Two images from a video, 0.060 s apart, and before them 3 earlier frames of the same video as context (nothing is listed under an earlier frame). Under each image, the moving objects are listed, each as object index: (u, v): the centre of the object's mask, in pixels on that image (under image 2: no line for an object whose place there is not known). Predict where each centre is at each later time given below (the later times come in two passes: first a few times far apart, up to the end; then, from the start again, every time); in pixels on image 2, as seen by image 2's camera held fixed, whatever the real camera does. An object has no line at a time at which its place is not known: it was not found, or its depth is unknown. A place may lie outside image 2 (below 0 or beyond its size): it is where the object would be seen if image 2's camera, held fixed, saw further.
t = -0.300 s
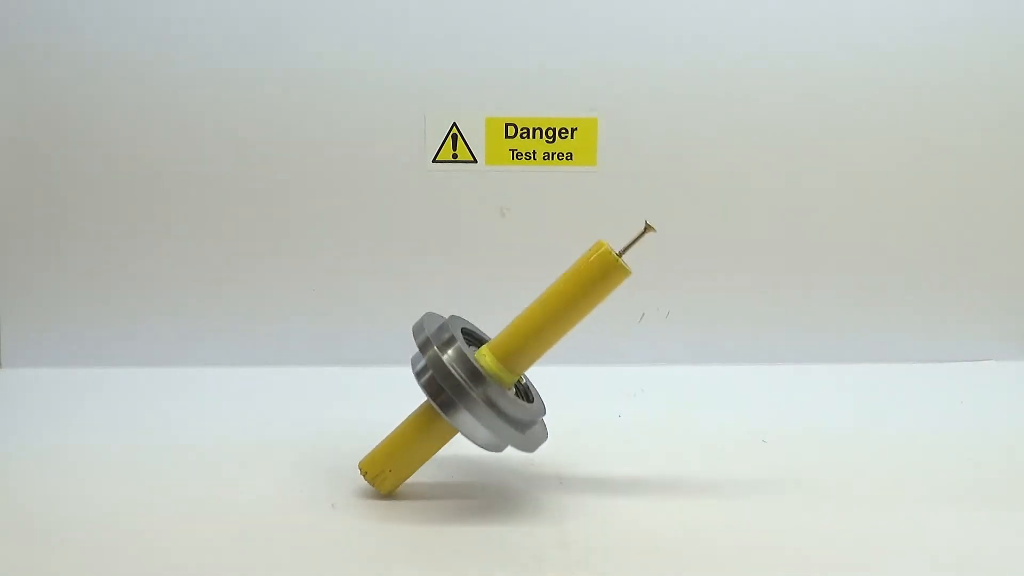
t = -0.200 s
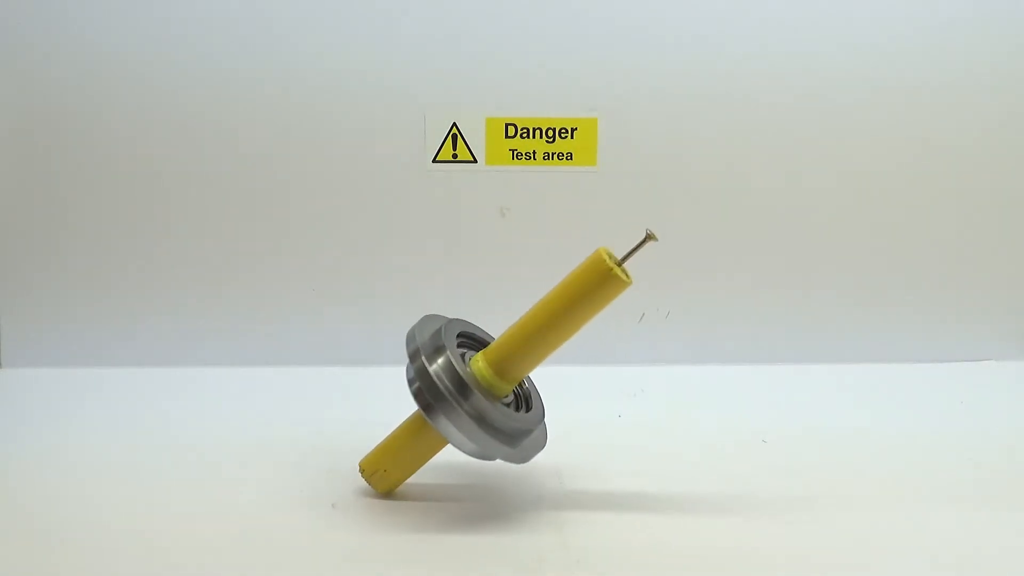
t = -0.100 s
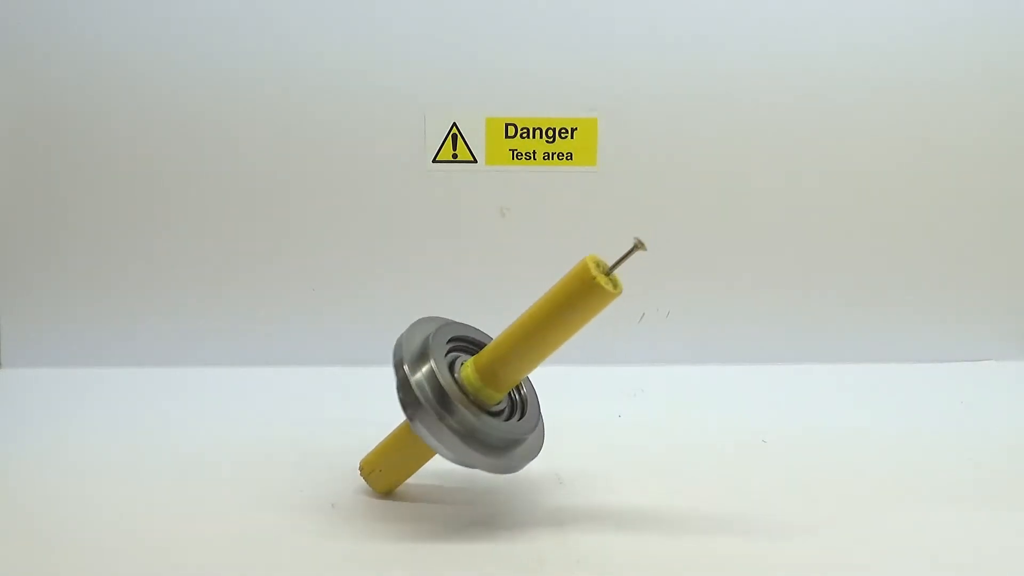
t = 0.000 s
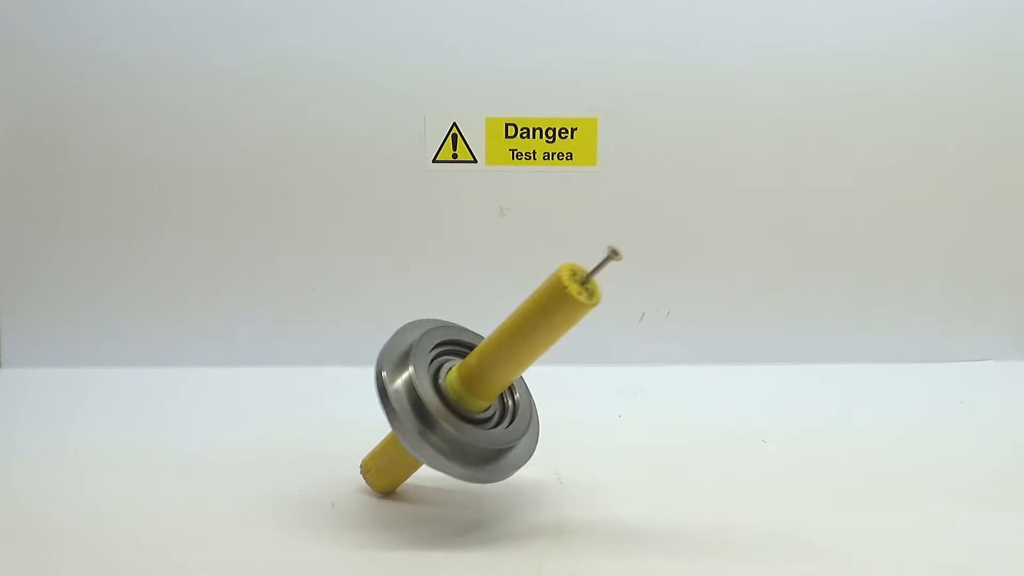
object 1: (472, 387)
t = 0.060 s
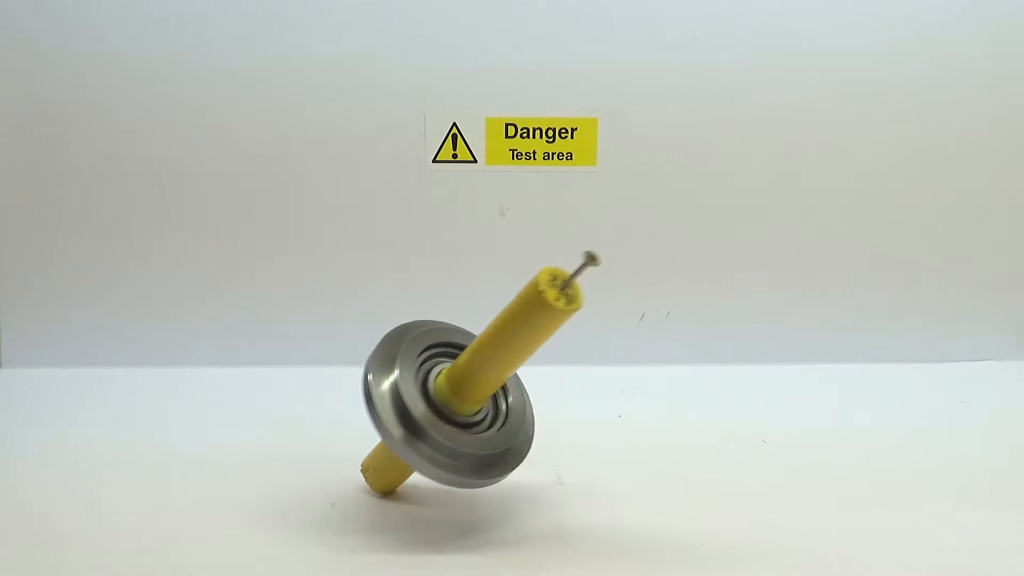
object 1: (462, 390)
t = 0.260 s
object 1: (419, 399)
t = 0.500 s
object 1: (357, 402)
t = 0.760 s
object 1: (299, 391)
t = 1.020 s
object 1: (275, 378)
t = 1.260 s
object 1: (285, 366)
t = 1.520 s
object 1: (322, 359)
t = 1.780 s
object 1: (370, 355)
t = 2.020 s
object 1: (416, 355)
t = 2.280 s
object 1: (462, 359)
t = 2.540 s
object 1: (491, 369)
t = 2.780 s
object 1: (493, 382)
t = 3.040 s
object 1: (458, 397)
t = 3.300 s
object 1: (390, 411)
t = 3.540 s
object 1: (323, 403)
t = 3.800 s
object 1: (276, 389)
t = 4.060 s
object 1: (274, 374)
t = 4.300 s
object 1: (303, 364)
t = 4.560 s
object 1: (353, 358)
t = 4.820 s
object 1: (407, 357)
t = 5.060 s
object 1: (454, 360)
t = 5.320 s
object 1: (491, 369)
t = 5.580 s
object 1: (498, 384)
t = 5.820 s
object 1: (466, 400)
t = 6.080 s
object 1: (392, 417)
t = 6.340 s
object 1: (316, 406)
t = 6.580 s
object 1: (272, 392)
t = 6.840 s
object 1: (273, 376)
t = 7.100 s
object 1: (312, 365)
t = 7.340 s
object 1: (363, 359)
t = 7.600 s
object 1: (421, 359)
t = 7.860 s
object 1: (472, 366)
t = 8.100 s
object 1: (500, 378)
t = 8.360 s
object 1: (493, 394)
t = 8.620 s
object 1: (433, 413)
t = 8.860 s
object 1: (356, 419)
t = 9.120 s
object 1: (282, 403)
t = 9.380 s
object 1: (265, 385)
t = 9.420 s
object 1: (266, 382)
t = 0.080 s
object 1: (459, 391)
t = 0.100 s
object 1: (455, 392)
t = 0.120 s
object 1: (451, 393)
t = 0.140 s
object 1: (447, 394)
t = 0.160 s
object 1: (442, 395)
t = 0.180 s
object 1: (438, 396)
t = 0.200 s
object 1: (433, 396)
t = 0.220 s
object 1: (429, 396)
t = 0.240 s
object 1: (424, 397)
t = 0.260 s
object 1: (419, 399)
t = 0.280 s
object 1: (414, 400)
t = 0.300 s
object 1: (408, 401)
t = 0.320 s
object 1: (403, 402)
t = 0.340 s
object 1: (398, 403)
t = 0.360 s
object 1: (393, 403)
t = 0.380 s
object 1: (388, 403)
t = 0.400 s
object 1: (383, 404)
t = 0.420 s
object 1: (378, 404)
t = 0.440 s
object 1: (373, 403)
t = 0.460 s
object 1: (368, 403)
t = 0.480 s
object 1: (362, 402)
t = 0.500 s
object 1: (357, 402)
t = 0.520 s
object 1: (352, 401)
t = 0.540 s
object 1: (347, 400)
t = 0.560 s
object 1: (342, 399)
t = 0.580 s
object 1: (337, 399)
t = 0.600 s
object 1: (332, 398)
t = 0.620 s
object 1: (327, 397)
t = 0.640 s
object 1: (322, 397)
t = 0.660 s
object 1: (318, 396)
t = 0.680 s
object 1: (314, 394)
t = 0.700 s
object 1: (310, 393)
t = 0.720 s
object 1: (306, 393)
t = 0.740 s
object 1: (302, 392)
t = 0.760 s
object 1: (299, 391)
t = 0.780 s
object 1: (295, 389)
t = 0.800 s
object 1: (292, 388)
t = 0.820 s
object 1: (290, 388)
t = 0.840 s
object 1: (287, 387)
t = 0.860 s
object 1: (285, 386)
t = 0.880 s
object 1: (283, 385)
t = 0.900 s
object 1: (281, 384)
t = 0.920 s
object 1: (279, 383)
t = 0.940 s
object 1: (278, 382)
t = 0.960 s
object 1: (277, 381)
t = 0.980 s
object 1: (276, 380)
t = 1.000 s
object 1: (276, 379)
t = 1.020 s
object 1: (275, 378)
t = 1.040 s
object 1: (275, 377)
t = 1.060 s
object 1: (275, 376)
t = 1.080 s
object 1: (275, 375)
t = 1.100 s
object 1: (276, 374)
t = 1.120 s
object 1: (276, 373)
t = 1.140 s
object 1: (278, 372)
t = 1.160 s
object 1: (278, 371)
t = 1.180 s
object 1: (279, 370)
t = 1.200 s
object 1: (280, 369)
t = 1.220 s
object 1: (282, 368)
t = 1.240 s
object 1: (283, 367)
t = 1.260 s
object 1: (285, 366)
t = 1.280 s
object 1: (287, 365)
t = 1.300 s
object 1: (289, 364)
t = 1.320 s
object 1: (292, 364)
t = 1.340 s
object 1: (294, 363)
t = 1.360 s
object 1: (297, 363)
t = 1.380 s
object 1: (300, 362)
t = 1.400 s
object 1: (303, 362)
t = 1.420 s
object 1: (306, 361)
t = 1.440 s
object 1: (309, 361)
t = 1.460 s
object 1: (312, 360)
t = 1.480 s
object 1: (315, 360)
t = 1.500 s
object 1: (319, 359)
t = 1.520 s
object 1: (322, 359)
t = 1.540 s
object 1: (325, 359)
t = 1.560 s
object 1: (329, 358)
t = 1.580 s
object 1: (333, 358)
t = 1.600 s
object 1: (336, 357)
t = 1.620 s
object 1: (340, 357)
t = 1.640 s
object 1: (343, 357)
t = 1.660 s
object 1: (347, 356)
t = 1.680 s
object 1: (351, 356)
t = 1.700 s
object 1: (355, 356)
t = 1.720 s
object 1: (359, 356)
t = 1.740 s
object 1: (362, 355)
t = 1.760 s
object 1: (366, 355)
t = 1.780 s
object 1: (370, 355)
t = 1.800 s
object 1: (374, 355)
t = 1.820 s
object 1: (378, 354)
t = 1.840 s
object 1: (381, 354)
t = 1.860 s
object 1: (385, 354)
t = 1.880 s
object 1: (389, 354)
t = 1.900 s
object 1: (393, 354)
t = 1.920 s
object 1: (397, 354)
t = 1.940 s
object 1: (401, 354)
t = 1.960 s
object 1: (404, 355)
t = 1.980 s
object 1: (408, 354)
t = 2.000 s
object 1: (412, 355)
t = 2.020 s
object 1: (416, 355)
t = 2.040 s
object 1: (420, 355)
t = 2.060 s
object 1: (424, 355)
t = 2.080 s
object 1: (427, 355)
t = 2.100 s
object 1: (431, 356)
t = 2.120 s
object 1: (435, 355)
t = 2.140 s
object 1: (438, 356)
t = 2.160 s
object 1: (442, 356)
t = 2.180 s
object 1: (446, 356)
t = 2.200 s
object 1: (449, 357)
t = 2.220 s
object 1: (452, 358)
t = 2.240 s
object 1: (455, 359)
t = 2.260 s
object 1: (459, 359)
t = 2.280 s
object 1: (462, 359)
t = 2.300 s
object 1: (464, 360)
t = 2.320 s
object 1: (467, 360)
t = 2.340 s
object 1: (470, 361)
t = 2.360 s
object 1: (473, 361)
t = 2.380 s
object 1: (475, 362)
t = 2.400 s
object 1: (478, 363)
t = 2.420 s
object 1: (481, 363)
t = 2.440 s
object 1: (483, 364)
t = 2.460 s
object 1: (485, 365)
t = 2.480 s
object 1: (487, 366)
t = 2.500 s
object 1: (488, 367)
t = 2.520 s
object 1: (490, 368)
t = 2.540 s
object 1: (491, 369)
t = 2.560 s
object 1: (492, 370)
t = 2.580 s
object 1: (493, 371)
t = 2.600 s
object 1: (494, 372)
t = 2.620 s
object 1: (494, 374)
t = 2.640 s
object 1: (495, 374)
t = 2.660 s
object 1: (495, 376)
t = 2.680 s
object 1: (495, 377)
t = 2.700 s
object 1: (496, 377)
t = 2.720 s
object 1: (495, 379)
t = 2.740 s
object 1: (495, 380)
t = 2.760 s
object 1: (494, 381)
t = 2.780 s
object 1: (493, 382)
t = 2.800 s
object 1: (492, 383)
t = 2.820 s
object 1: (491, 384)
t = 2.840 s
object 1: (489, 385)
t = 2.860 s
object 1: (487, 386)
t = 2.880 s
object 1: (485, 387)
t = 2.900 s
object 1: (482, 389)
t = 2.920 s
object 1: (479, 390)
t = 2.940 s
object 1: (477, 391)
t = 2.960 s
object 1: (473, 392)
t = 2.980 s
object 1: (470, 393)
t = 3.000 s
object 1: (466, 395)
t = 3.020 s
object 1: (462, 396)
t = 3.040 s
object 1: (458, 397)
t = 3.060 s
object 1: (453, 398)
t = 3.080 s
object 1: (449, 399)
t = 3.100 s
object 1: (444, 401)
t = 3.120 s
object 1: (439, 401)
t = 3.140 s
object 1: (434, 402)
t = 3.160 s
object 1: (428, 403)
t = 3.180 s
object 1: (422, 405)
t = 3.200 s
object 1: (417, 406)
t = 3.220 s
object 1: (412, 407)
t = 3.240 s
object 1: (406, 409)
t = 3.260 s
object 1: (401, 410)
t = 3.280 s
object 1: (395, 410)
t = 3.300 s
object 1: (390, 411)
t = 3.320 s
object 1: (384, 411)
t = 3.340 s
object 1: (378, 411)
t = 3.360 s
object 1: (373, 410)
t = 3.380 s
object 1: (368, 410)
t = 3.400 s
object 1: (362, 409)
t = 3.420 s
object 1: (356, 408)
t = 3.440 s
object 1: (351, 407)
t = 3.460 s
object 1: (345, 406)
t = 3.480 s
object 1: (339, 406)
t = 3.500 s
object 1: (334, 405)
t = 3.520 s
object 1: (328, 404)
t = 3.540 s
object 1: (323, 403)
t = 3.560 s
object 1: (318, 402)
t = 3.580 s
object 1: (313, 401)
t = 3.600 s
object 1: (309, 400)
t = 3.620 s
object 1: (304, 399)
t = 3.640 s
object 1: (300, 398)
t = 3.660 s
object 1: (296, 397)
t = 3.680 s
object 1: (292, 395)
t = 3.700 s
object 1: (289, 395)
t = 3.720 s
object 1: (286, 393)
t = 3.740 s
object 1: (283, 392)
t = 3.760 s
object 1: (281, 391)
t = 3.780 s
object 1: (278, 390)
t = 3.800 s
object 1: (276, 389)
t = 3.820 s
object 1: (275, 388)
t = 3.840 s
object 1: (274, 387)
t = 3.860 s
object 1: (273, 386)
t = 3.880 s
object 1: (271, 385)
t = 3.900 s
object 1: (271, 384)
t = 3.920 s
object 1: (271, 382)
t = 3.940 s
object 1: (271, 381)
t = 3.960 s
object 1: (271, 380)
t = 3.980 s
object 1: (271, 379)
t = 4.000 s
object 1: (271, 377)
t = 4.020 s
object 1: (272, 376)
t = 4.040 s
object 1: (273, 375)
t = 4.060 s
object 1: (274, 374)
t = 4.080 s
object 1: (276, 373)
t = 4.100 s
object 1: (277, 372)
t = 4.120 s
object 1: (278, 370)
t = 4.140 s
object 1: (280, 369)
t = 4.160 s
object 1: (283, 369)
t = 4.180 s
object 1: (285, 368)
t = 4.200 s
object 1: (288, 367)
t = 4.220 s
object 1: (291, 366)
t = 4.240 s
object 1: (294, 366)
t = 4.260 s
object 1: (297, 365)
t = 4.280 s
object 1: (300, 365)
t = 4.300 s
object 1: (303, 364)
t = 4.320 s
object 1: (307, 364)
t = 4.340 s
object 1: (310, 363)
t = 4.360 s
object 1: (314, 362)
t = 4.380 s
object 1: (317, 362)
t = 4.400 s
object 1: (321, 361)
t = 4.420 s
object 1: (325, 361)
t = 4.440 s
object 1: (329, 360)
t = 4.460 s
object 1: (332, 360)
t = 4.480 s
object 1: (336, 359)
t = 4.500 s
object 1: (340, 359)
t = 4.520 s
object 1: (344, 359)
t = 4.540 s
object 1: (348, 358)
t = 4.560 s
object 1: (353, 358)
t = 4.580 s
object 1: (357, 358)
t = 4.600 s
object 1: (361, 358)
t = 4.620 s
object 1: (365, 357)
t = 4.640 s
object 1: (369, 357)
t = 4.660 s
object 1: (374, 357)
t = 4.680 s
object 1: (378, 357)
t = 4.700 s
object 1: (382, 356)
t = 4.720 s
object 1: (386, 356)
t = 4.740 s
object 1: (390, 356)
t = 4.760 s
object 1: (394, 356)
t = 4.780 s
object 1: (398, 357)
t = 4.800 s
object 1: (402, 356)
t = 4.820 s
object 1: (407, 357)
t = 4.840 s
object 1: (411, 357)
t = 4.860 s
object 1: (415, 357)
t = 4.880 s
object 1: (419, 357)
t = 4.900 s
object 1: (423, 357)
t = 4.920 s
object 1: (427, 357)
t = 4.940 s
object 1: (431, 358)
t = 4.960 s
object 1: (435, 358)
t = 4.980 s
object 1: (439, 359)
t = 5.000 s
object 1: (443, 359)
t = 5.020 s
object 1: (447, 359)
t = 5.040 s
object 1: (450, 360)
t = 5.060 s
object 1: (454, 360)
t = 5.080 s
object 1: (458, 361)
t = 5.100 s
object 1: (461, 361)
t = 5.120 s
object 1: (464, 362)
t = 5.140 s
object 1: (467, 363)
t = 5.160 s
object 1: (470, 363)
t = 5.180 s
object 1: (474, 364)
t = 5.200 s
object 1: (476, 365)
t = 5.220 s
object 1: (479, 365)
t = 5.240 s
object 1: (482, 366)
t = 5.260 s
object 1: (485, 367)
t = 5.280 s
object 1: (487, 367)
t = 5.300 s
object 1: (489, 369)
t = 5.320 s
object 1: (491, 369)
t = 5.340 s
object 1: (493, 370)
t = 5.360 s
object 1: (494, 372)
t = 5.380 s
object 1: (495, 373)
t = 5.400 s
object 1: (497, 374)
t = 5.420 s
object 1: (497, 375)
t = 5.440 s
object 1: (498, 377)
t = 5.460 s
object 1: (498, 378)
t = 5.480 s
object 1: (499, 379)
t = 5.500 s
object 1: (499, 380)
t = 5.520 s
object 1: (499, 381)
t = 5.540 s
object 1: (499, 382)
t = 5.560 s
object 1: (498, 383)
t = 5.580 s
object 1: (498, 384)
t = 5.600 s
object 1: (496, 386)
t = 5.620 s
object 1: (495, 387)
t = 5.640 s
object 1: (494, 388)
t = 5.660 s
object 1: (492, 390)
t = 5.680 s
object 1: (489, 391)
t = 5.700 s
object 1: (487, 392)
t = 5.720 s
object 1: (484, 393)
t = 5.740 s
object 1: (481, 395)
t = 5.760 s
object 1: (478, 396)
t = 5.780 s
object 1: (474, 397)
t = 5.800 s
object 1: (470, 399)
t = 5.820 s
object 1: (466, 400)
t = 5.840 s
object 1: (461, 401)
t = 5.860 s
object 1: (456, 403)
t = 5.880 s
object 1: (451, 404)
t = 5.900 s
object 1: (446, 405)
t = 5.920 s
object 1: (441, 405)
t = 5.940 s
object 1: (434, 407)
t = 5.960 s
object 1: (429, 409)
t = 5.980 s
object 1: (422, 410)
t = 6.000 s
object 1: (416, 412)
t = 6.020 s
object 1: (410, 414)
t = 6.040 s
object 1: (404, 415)
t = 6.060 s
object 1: (398, 417)
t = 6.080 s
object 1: (392, 417)
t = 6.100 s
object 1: (386, 417)
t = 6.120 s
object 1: (381, 417)
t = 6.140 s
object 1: (375, 416)
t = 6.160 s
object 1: (369, 416)
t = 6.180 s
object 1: (363, 415)
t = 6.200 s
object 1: (357, 414)
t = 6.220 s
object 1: (351, 413)
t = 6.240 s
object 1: (344, 411)
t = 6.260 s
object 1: (338, 410)
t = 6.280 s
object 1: (332, 409)
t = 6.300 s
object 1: (326, 408)
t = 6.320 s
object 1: (320, 408)
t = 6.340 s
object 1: (316, 406)
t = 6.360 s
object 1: (310, 405)
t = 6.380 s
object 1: (305, 404)
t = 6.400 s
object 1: (300, 403)
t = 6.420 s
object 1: (296, 401)
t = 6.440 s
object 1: (292, 400)
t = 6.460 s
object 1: (288, 399)
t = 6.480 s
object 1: (284, 398)
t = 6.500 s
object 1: (281, 397)
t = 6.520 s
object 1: (278, 396)
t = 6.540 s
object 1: (276, 394)
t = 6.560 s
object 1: (274, 393)
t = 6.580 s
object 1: (272, 392)
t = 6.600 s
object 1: (270, 391)
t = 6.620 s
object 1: (269, 389)
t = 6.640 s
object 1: (269, 389)
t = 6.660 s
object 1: (268, 387)
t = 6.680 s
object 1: (267, 386)
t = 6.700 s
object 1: (267, 384)
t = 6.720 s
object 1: (267, 383)
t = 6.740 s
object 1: (268, 382)
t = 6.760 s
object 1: (269, 381)
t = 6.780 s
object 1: (269, 379)
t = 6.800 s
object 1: (271, 378)
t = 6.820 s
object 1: (272, 377)
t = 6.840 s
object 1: (273, 376)
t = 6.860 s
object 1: (274, 374)
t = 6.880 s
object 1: (276, 373)
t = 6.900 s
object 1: (279, 372)
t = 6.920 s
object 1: (281, 371)
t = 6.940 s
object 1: (284, 370)
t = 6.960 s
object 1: (287, 369)
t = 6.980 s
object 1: (290, 369)
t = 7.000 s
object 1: (294, 368)
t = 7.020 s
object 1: (297, 367)
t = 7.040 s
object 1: (301, 367)
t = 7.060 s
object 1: (304, 366)
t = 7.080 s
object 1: (308, 366)
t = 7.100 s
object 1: (312, 365)
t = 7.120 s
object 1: (316, 365)
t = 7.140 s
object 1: (320, 364)
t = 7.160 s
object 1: (324, 363)
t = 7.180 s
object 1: (328, 363)
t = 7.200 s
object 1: (332, 362)
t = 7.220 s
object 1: (336, 362)
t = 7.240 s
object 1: (341, 361)
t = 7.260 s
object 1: (345, 361)
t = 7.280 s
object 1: (349, 360)
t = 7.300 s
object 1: (354, 360)
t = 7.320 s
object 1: (358, 360)
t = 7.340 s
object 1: (363, 359)
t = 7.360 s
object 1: (367, 359)
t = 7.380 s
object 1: (372, 359)
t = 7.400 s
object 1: (376, 359)
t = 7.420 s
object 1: (381, 358)
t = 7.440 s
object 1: (385, 358)
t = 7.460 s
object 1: (389, 358)
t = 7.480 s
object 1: (394, 358)
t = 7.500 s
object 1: (398, 358)
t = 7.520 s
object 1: (403, 359)
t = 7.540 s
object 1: (407, 359)
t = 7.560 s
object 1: (412, 359)
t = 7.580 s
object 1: (416, 359)
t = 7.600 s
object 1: (421, 359)
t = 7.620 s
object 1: (425, 360)
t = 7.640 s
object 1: (429, 360)
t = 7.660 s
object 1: (434, 360)
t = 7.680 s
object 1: (438, 360)
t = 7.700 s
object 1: (442, 361)
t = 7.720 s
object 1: (446, 361)
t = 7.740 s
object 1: (450, 362)
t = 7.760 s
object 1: (454, 363)
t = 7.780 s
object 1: (457, 363)
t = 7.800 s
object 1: (461, 364)
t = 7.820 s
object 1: (465, 364)
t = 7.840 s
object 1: (469, 365)
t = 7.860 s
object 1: (472, 366)
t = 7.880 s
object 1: (475, 366)
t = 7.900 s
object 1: (478, 367)
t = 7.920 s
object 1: (482, 367)
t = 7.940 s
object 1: (484, 368)
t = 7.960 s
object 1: (487, 369)
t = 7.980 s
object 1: (490, 370)
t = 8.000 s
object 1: (492, 371)
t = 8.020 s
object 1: (494, 372)
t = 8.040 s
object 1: (496, 374)
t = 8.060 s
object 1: (497, 375)
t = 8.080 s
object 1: (499, 376)
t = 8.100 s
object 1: (500, 378)
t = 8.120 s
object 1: (501, 379)
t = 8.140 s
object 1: (501, 380)
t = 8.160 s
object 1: (502, 382)
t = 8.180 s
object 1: (502, 383)
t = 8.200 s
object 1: (502, 384)
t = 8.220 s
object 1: (502, 385)
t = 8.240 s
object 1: (502, 386)
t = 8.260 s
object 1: (501, 388)
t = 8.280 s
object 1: (500, 389)
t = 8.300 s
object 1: (499, 390)
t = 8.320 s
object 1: (497, 392)
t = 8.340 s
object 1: (495, 393)
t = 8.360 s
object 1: (493, 394)
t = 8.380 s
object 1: (490, 396)
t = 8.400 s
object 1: (487, 397)
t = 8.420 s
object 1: (484, 399)
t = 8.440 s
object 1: (480, 400)
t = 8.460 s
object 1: (476, 401)
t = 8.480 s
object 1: (472, 403)
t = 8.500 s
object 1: (467, 404)
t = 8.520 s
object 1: (462, 406)
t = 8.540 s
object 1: (457, 407)
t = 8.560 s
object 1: (451, 409)
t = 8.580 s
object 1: (445, 410)
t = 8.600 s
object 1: (439, 412)
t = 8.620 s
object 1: (433, 413)
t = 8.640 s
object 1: (426, 415)
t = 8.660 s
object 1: (420, 417)
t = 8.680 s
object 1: (413, 419)
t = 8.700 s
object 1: (407, 421)
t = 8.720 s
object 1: (400, 422)
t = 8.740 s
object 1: (394, 422)
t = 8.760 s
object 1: (388, 422)
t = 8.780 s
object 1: (382, 422)
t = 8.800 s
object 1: (376, 422)
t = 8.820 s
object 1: (369, 421)
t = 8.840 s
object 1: (363, 420)
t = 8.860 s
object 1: (356, 419)
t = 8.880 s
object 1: (349, 418)
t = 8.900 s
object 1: (343, 416)
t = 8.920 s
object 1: (336, 415)
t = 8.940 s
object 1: (329, 414)
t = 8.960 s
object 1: (323, 413)
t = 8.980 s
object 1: (317, 412)
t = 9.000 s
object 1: (311, 411)
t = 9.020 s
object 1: (305, 409)
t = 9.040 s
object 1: (300, 408)
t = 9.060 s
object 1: (295, 406)
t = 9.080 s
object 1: (291, 405)
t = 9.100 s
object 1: (286, 404)
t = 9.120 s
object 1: (282, 403)
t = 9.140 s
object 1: (279, 401)
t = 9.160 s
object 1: (276, 400)
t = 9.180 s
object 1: (273, 399)
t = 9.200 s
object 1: (271, 397)
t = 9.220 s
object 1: (268, 396)
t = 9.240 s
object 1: (267, 395)
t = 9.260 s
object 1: (265, 393)
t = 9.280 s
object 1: (264, 392)
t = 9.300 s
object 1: (264, 390)
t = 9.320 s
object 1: (264, 389)
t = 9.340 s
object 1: (263, 387)
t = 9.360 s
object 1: (264, 386)
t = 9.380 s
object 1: (265, 385)
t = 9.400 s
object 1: (266, 383)
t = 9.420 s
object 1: (266, 382)
